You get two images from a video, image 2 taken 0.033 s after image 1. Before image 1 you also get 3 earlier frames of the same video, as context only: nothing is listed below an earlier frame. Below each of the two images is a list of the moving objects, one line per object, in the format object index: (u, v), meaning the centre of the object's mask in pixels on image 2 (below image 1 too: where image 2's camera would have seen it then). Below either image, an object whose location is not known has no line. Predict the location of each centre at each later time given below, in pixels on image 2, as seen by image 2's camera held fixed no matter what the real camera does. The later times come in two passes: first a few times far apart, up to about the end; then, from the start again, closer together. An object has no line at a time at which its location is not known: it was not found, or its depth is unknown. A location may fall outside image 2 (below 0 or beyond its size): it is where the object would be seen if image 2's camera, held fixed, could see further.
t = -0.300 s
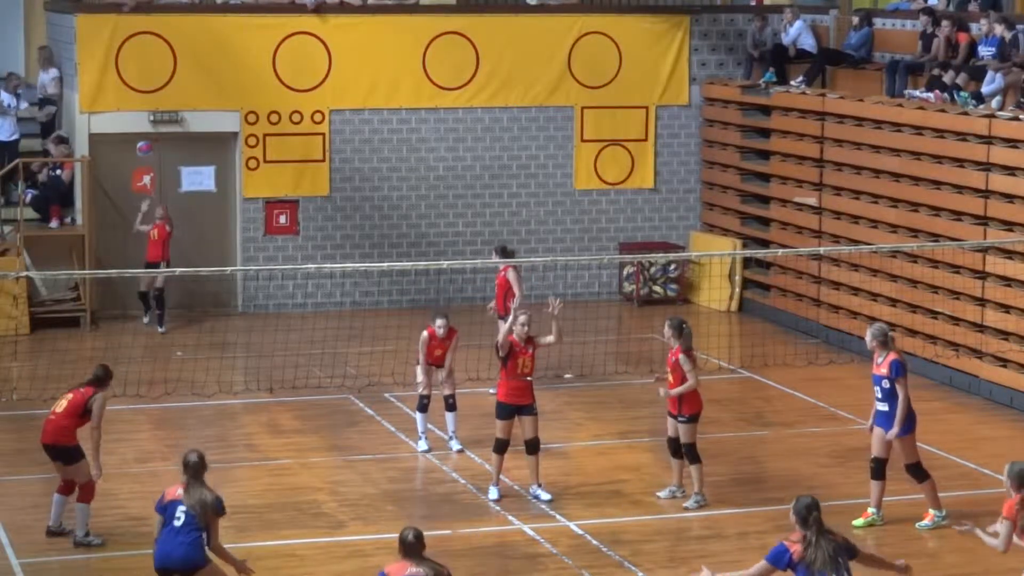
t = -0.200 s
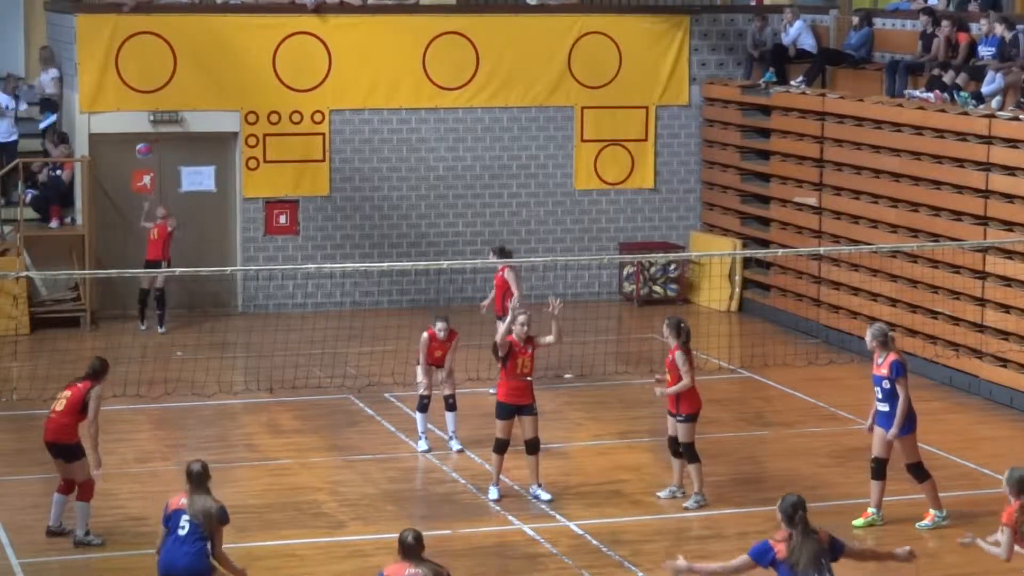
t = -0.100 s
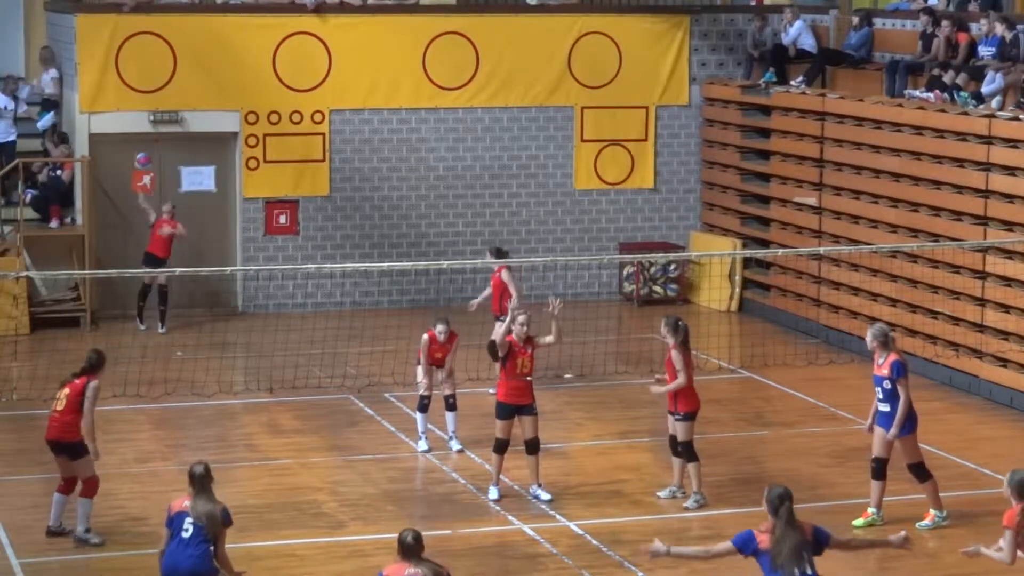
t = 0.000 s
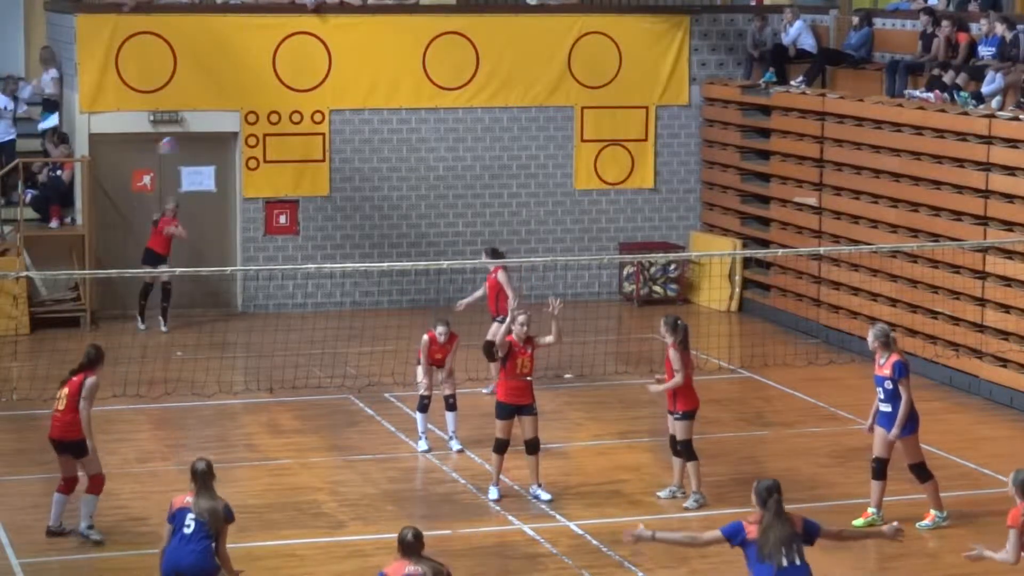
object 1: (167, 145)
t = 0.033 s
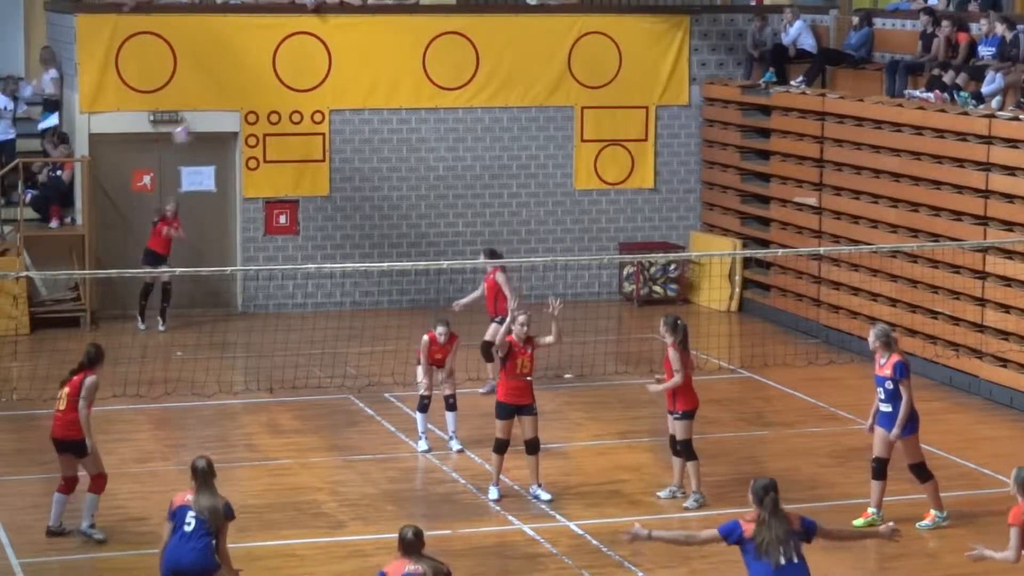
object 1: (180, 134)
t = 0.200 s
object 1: (264, 79)
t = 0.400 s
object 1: (375, 37)
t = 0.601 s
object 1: (502, 30)
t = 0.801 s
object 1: (642, 66)
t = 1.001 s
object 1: (804, 170)
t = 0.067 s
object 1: (198, 122)
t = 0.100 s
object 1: (214, 112)
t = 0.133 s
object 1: (230, 101)
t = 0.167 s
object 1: (247, 90)
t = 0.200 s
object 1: (264, 79)
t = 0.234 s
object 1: (282, 71)
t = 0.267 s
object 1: (301, 62)
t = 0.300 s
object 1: (318, 55)
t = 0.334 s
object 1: (337, 47)
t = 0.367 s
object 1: (356, 41)
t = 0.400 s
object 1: (375, 37)
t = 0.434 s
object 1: (395, 33)
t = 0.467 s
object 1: (414, 30)
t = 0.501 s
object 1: (436, 28)
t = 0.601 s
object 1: (502, 30)
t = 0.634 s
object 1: (523, 32)
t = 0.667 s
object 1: (547, 36)
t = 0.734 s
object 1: (592, 47)
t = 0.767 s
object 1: (617, 55)
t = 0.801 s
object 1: (642, 66)
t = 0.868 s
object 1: (691, 92)
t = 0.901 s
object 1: (717, 110)
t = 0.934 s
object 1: (746, 127)
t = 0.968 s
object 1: (774, 147)
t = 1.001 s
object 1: (804, 170)
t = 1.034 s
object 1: (833, 195)
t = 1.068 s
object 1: (865, 222)
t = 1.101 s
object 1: (899, 253)
